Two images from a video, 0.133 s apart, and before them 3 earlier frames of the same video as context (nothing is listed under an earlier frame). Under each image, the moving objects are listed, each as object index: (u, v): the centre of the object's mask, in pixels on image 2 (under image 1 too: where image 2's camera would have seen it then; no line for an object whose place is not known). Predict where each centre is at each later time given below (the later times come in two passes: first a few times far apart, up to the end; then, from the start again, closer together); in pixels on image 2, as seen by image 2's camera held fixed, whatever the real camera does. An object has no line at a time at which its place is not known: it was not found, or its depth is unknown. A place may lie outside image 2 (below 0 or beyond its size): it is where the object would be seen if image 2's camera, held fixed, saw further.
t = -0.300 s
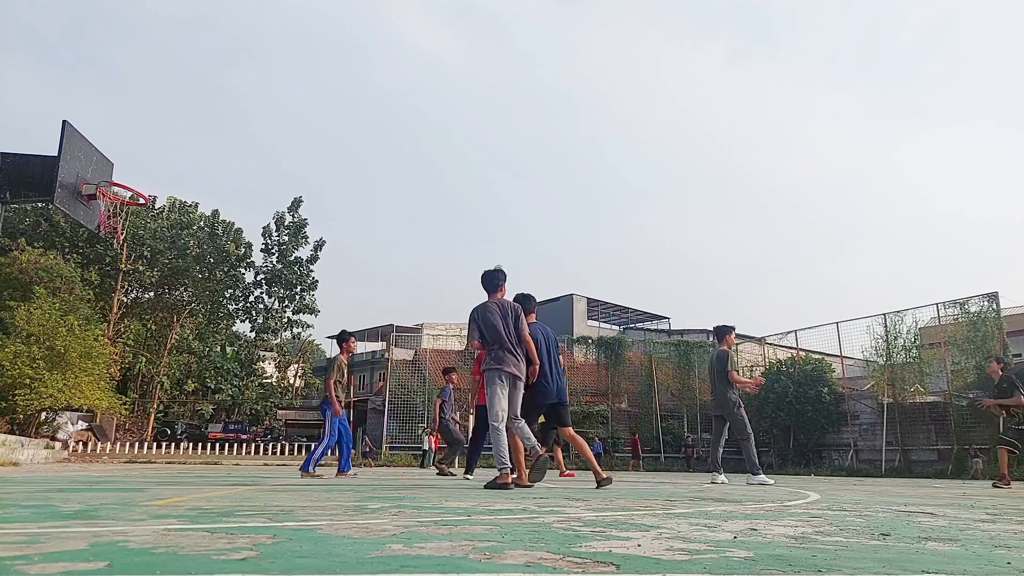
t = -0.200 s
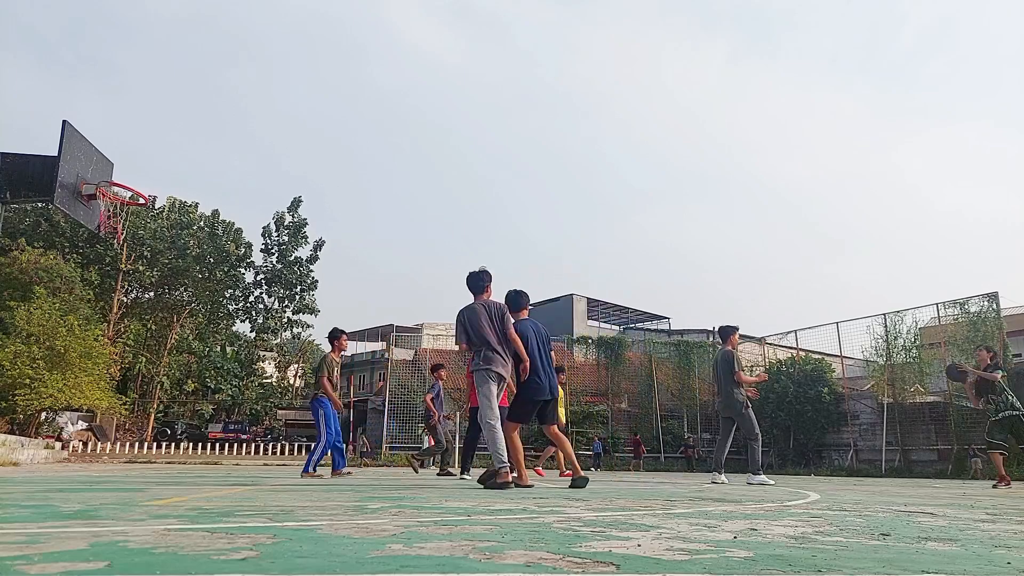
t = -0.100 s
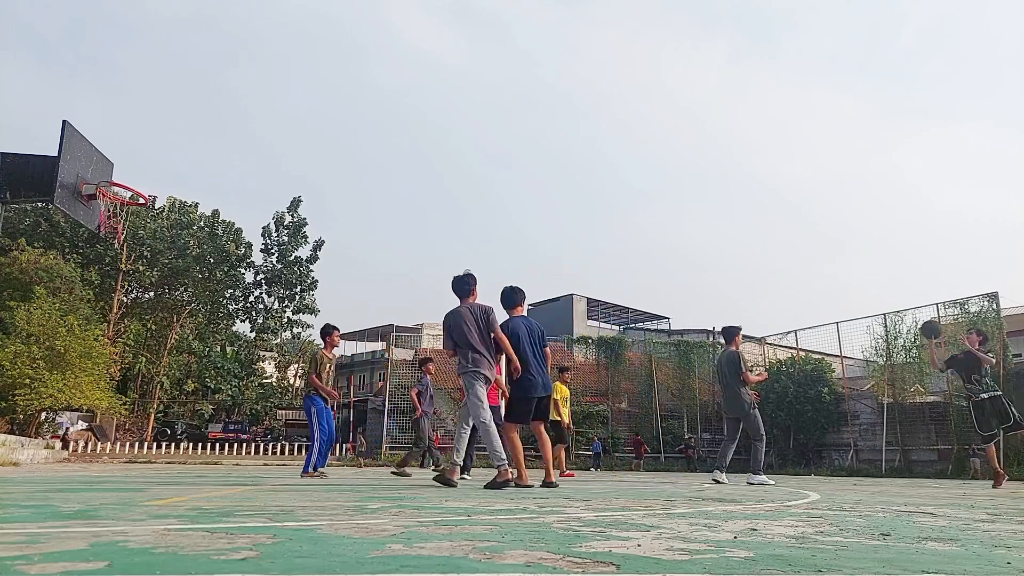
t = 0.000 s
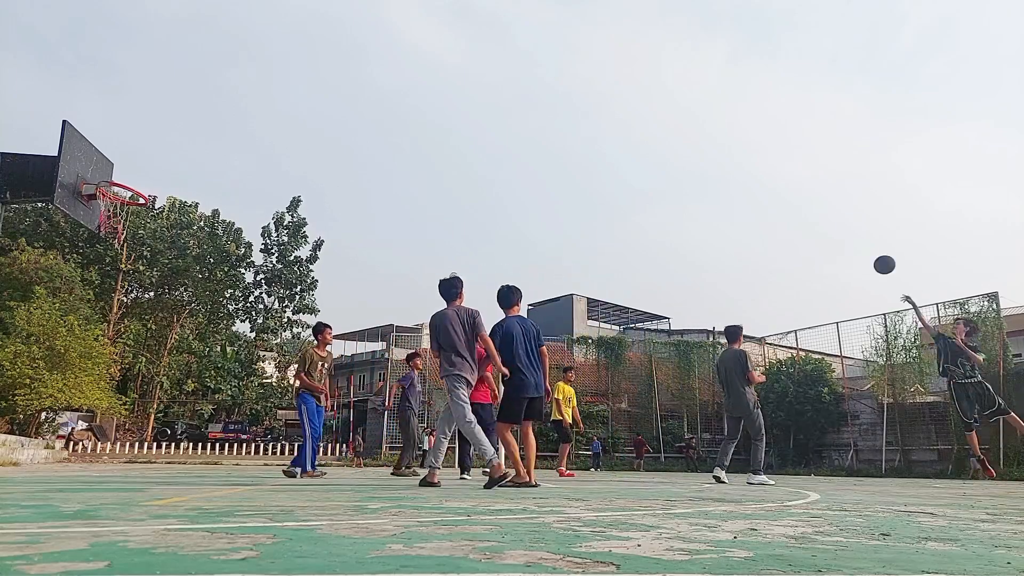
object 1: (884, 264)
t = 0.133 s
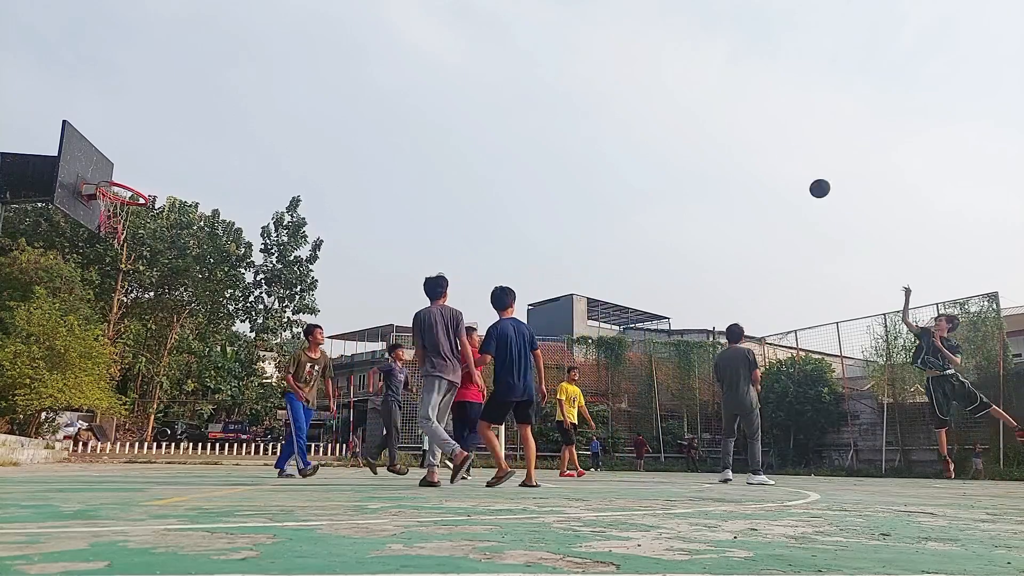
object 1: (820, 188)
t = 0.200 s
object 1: (788, 156)
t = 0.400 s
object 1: (697, 77)
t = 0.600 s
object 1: (609, 27)
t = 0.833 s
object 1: (506, 6)
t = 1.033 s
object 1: (414, 13)
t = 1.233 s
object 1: (316, 54)
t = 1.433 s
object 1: (209, 130)
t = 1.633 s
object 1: (133, 179)
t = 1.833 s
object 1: (119, 160)
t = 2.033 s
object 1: (130, 165)
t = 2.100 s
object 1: (134, 173)
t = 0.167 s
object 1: (804, 171)
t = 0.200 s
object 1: (788, 156)
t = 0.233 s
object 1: (773, 140)
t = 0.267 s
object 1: (757, 126)
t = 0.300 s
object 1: (742, 113)
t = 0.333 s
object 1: (727, 100)
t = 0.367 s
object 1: (712, 88)
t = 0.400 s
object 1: (697, 77)
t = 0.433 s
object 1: (682, 67)
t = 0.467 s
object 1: (668, 57)
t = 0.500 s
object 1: (653, 48)
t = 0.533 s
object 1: (639, 40)
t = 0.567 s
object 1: (624, 33)
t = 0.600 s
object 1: (609, 27)
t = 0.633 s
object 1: (595, 21)
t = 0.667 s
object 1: (580, 16)
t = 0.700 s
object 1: (565, 12)
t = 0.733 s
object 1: (550, 9)
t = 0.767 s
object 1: (536, 7)
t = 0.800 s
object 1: (521, 6)
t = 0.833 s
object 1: (506, 6)
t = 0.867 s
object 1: (491, 6)
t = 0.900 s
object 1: (476, 6)
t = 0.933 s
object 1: (461, 7)
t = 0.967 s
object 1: (445, 8)
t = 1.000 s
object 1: (430, 10)
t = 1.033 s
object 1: (414, 13)
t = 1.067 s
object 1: (398, 18)
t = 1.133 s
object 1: (366, 30)
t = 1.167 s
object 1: (350, 37)
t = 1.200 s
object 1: (333, 45)
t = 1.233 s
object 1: (316, 54)
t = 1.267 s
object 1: (299, 64)
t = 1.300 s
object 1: (282, 75)
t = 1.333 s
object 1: (264, 87)
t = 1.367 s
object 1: (246, 100)
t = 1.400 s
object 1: (227, 114)
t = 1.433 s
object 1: (209, 130)
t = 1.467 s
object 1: (189, 147)
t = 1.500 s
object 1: (170, 165)
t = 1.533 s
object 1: (150, 184)
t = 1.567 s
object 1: (139, 195)
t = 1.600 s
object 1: (136, 184)
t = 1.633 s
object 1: (133, 179)
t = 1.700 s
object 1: (128, 170)
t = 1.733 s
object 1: (126, 166)
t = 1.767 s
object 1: (124, 163)
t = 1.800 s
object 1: (121, 161)
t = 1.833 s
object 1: (119, 160)
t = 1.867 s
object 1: (117, 159)
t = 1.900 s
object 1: (118, 159)
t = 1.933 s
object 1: (121, 159)
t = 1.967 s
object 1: (124, 160)
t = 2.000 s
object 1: (127, 162)
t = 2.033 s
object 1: (130, 165)
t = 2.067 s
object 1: (132, 168)
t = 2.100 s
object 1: (134, 173)
